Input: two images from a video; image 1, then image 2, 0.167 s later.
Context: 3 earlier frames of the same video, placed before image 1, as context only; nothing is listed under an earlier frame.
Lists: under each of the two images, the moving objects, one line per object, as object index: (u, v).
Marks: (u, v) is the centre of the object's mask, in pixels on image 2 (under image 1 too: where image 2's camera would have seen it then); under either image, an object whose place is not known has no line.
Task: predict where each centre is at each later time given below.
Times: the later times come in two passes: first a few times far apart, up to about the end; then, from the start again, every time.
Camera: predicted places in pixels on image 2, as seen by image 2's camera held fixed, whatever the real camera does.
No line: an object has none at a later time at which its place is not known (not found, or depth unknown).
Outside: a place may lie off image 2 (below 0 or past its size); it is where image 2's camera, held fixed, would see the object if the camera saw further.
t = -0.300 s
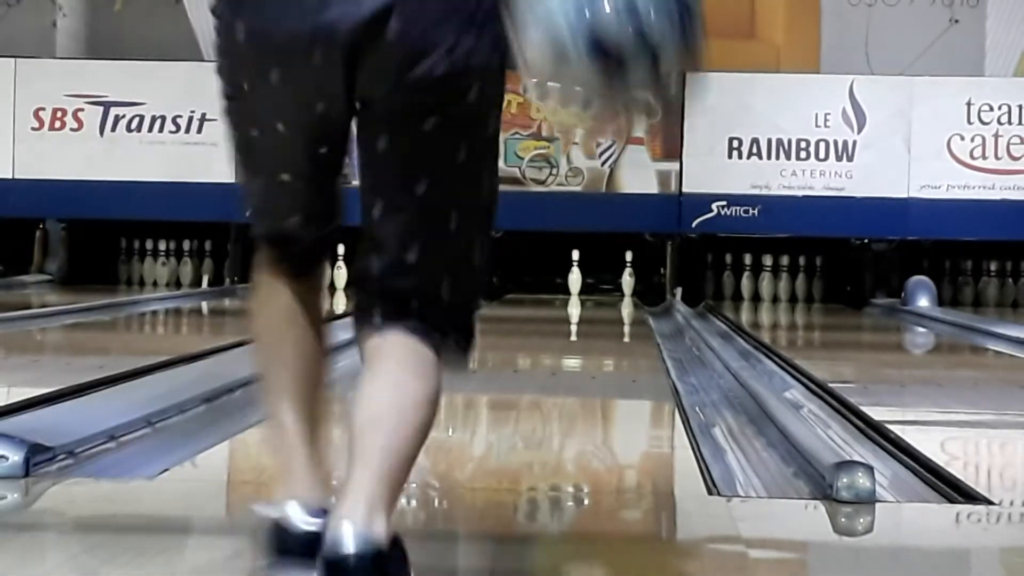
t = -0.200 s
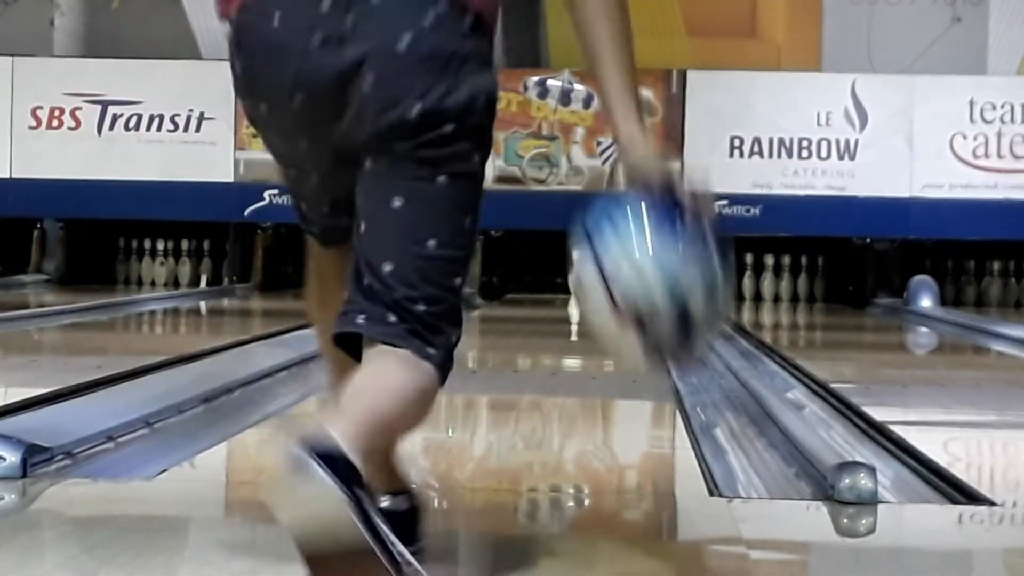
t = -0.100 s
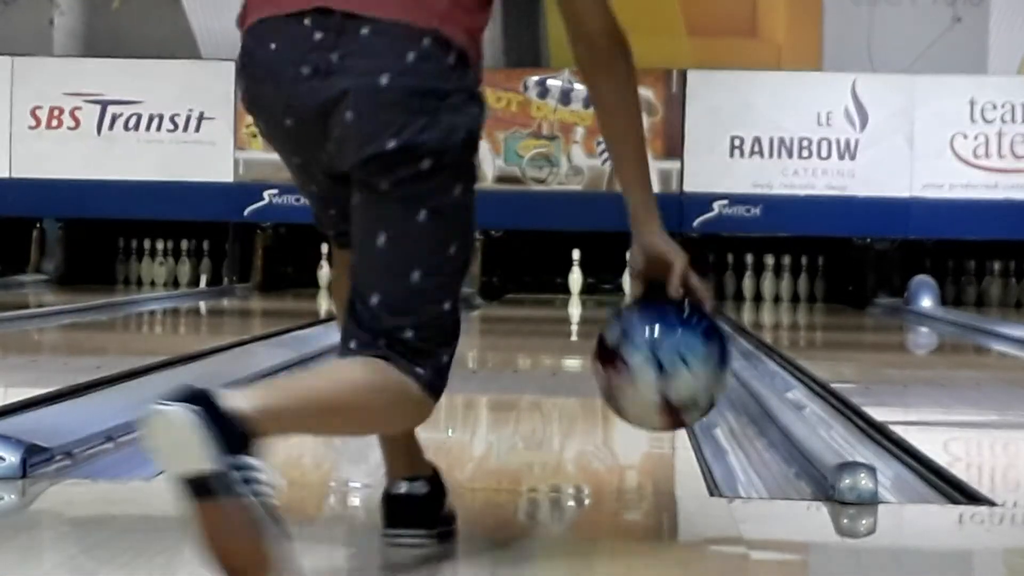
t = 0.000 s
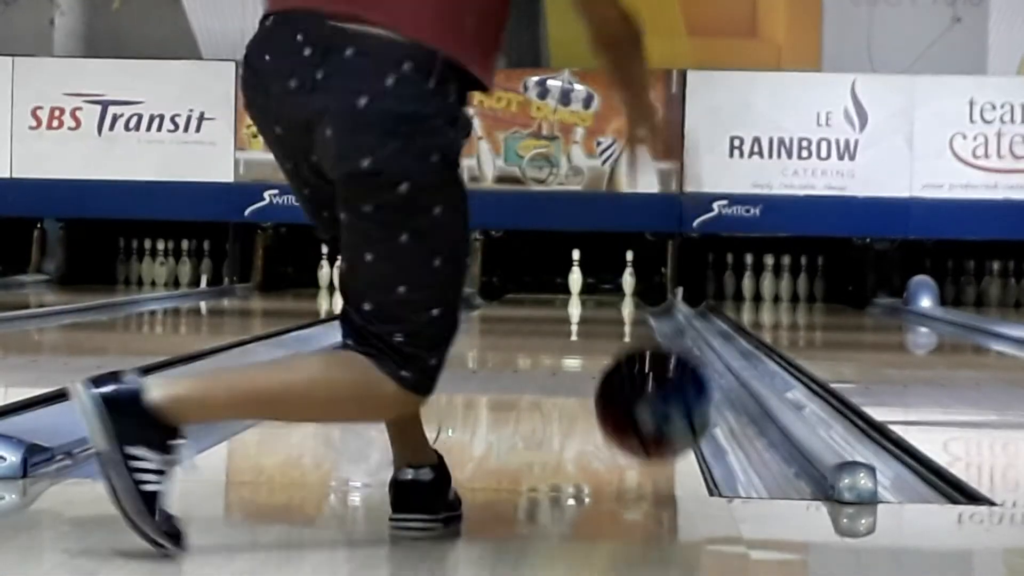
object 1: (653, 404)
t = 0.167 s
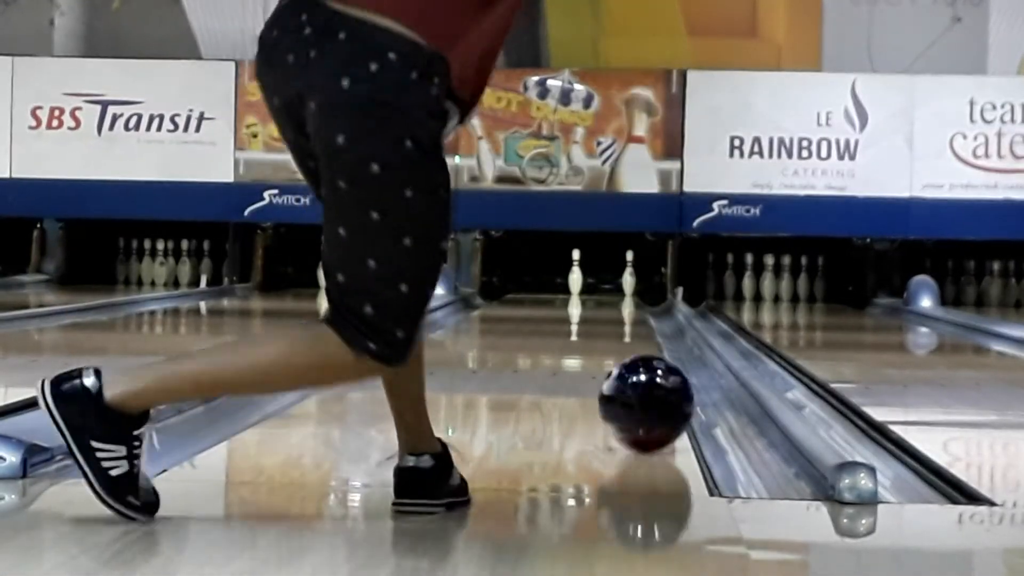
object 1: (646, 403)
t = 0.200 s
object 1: (645, 397)
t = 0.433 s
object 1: (641, 364)
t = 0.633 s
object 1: (639, 345)
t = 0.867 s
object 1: (636, 330)
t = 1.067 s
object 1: (635, 319)
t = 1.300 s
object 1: (635, 312)
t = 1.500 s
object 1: (635, 305)
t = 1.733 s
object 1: (634, 299)
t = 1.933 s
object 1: (634, 295)
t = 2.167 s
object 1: (634, 290)
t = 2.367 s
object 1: (633, 287)
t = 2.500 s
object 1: (634, 286)
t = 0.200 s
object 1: (645, 397)
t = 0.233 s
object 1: (645, 392)
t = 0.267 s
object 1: (644, 387)
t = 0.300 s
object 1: (643, 382)
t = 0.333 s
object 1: (643, 377)
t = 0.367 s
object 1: (642, 373)
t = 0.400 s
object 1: (641, 369)
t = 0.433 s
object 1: (641, 364)
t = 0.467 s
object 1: (640, 360)
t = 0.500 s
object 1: (639, 357)
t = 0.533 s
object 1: (639, 354)
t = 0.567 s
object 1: (639, 350)
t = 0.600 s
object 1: (639, 347)
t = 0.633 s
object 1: (639, 345)
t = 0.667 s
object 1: (638, 342)
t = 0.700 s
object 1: (637, 341)
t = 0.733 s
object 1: (637, 338)
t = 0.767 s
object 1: (637, 336)
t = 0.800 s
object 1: (637, 334)
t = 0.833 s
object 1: (636, 332)
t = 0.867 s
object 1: (636, 330)
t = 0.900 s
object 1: (636, 328)
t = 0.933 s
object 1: (636, 326)
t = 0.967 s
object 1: (636, 324)
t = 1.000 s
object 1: (636, 323)
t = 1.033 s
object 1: (636, 321)
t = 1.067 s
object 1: (635, 319)
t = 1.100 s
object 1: (635, 318)
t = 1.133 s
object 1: (635, 317)
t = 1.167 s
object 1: (635, 316)
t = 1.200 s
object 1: (635, 315)
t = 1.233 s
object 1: (635, 314)
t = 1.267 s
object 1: (635, 313)
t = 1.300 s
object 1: (635, 312)
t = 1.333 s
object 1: (635, 311)
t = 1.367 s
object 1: (635, 309)
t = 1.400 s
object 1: (635, 307)
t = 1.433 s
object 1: (635, 307)
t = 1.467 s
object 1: (635, 306)
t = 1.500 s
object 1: (635, 305)
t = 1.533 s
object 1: (635, 304)
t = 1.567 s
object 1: (635, 303)
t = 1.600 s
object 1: (635, 302)
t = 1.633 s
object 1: (635, 302)
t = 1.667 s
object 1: (634, 301)
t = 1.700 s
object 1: (634, 299)
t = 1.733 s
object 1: (634, 299)
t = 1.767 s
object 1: (634, 299)
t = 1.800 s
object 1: (633, 298)
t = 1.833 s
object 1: (634, 297)
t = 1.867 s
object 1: (634, 296)
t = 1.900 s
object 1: (634, 296)
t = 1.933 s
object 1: (634, 295)
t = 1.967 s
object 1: (634, 294)
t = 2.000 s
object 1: (634, 293)
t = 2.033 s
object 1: (635, 292)
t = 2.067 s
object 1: (635, 291)
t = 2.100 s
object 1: (634, 291)
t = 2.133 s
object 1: (634, 291)
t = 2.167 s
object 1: (634, 290)
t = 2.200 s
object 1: (634, 290)
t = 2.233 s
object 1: (634, 289)
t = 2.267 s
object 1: (633, 289)
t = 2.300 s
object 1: (634, 287)
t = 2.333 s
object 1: (633, 288)
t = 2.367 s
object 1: (633, 287)
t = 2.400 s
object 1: (633, 287)
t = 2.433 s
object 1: (634, 287)
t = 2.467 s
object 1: (634, 286)
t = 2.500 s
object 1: (634, 286)
